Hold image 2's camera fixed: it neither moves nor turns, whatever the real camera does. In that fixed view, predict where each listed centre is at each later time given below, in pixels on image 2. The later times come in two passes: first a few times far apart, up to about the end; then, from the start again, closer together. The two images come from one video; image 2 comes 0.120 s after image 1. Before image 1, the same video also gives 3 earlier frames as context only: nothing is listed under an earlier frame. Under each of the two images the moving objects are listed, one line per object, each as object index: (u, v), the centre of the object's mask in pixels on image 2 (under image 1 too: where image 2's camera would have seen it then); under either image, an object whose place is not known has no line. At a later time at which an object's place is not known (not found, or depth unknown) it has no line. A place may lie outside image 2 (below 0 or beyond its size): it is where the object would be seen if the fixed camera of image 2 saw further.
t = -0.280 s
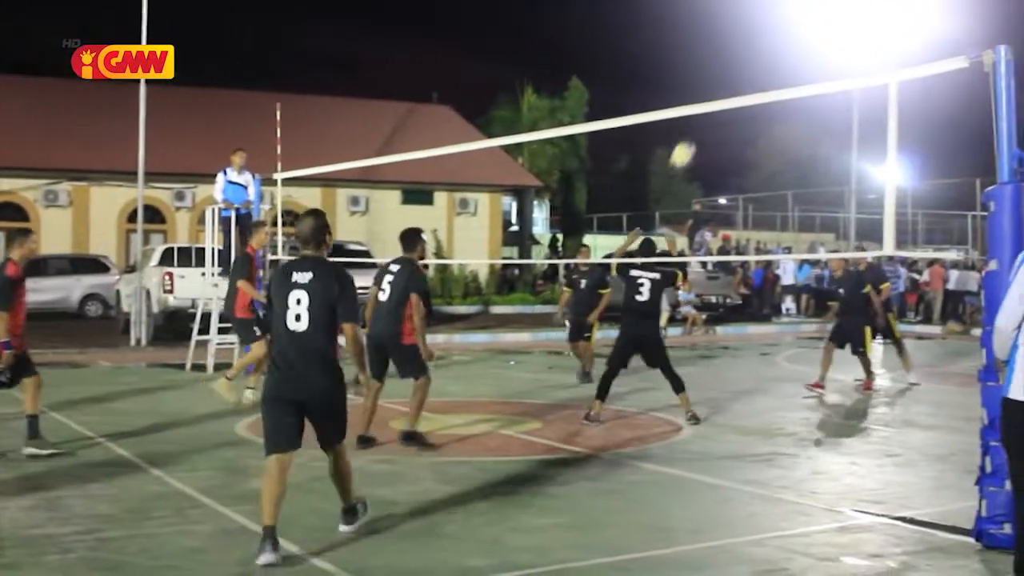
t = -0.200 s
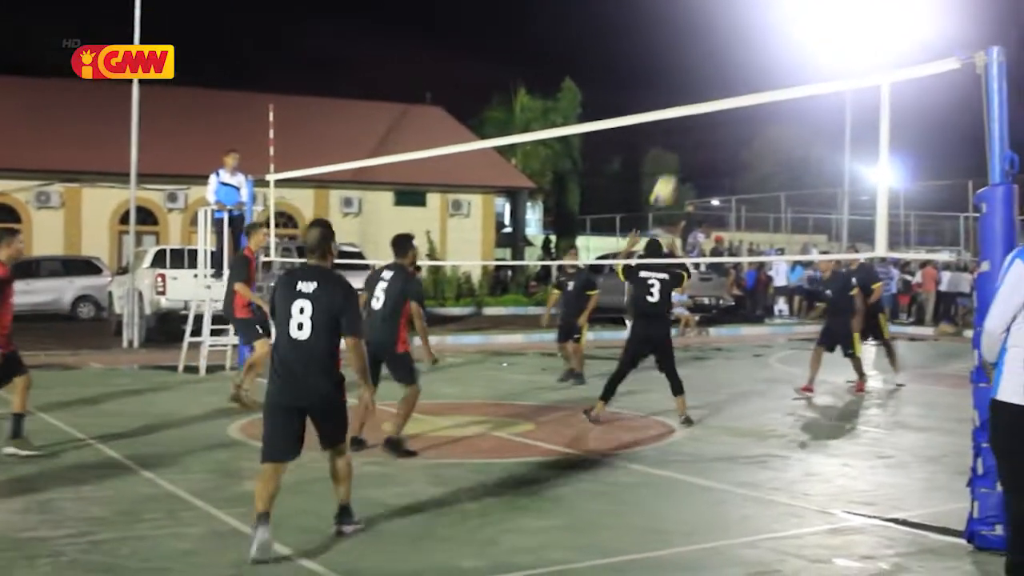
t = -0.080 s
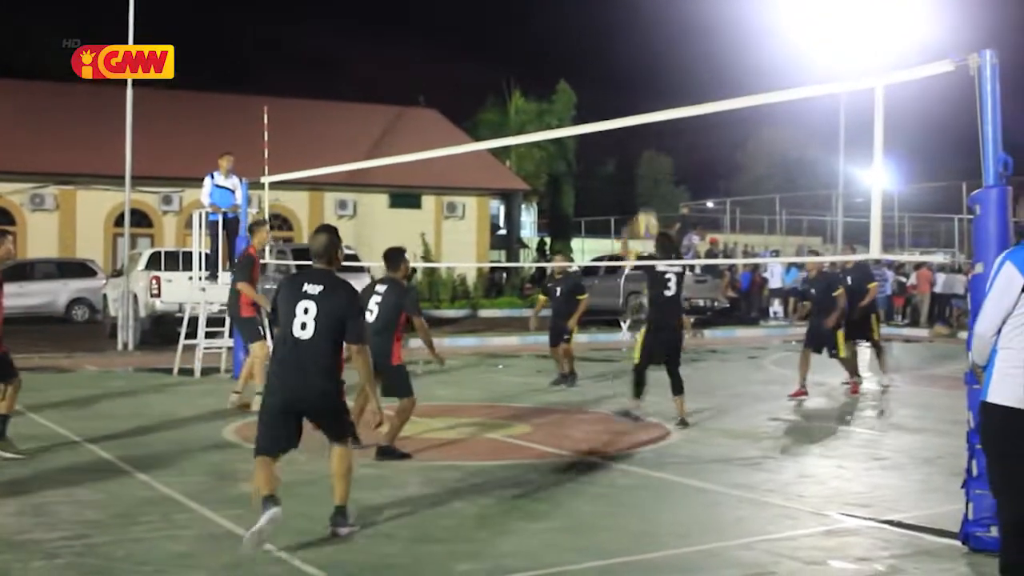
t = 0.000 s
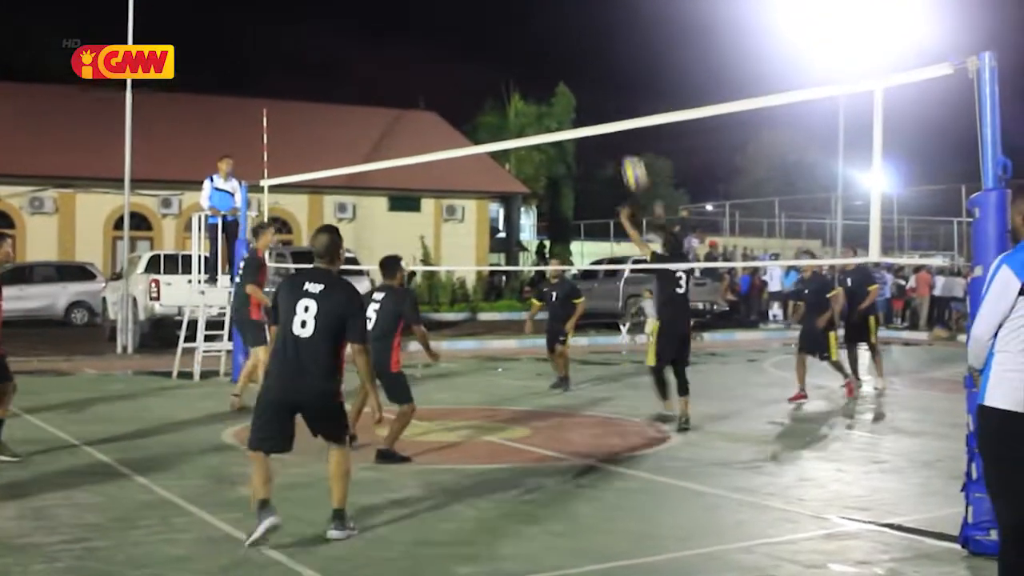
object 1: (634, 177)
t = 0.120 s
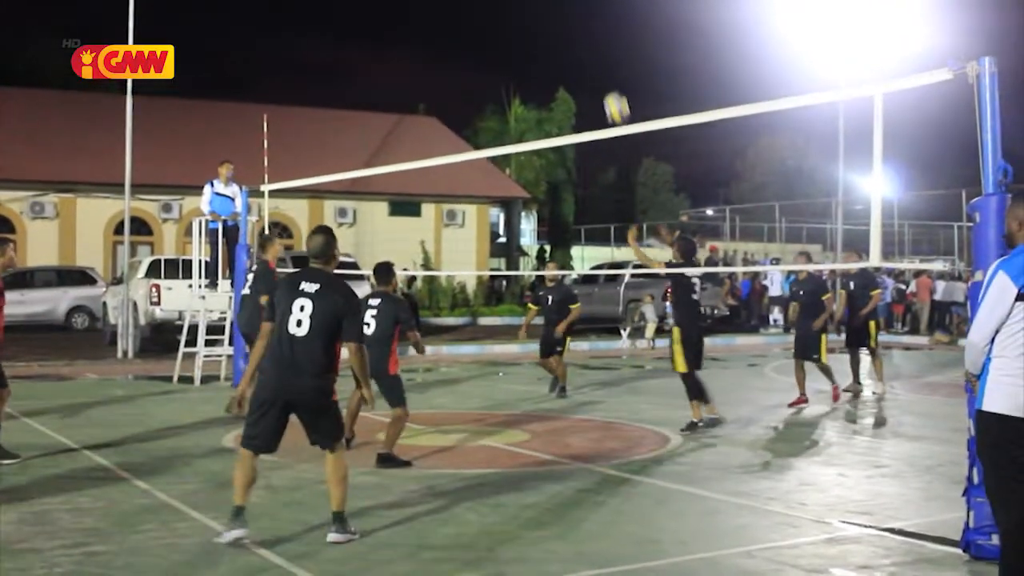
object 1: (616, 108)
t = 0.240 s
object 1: (600, 56)
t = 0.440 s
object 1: (574, 4)
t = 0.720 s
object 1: (540, 1)
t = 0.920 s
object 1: (517, 45)
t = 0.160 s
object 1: (611, 89)
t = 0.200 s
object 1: (605, 71)
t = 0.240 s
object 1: (600, 56)
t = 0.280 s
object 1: (594, 42)
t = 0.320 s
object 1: (589, 30)
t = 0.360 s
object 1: (584, 20)
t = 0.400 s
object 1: (579, 11)
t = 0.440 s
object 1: (574, 4)
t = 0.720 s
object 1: (540, 1)
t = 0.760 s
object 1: (536, 7)
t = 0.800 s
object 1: (531, 14)
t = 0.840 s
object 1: (526, 23)
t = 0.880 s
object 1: (522, 33)
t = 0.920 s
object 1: (517, 45)
